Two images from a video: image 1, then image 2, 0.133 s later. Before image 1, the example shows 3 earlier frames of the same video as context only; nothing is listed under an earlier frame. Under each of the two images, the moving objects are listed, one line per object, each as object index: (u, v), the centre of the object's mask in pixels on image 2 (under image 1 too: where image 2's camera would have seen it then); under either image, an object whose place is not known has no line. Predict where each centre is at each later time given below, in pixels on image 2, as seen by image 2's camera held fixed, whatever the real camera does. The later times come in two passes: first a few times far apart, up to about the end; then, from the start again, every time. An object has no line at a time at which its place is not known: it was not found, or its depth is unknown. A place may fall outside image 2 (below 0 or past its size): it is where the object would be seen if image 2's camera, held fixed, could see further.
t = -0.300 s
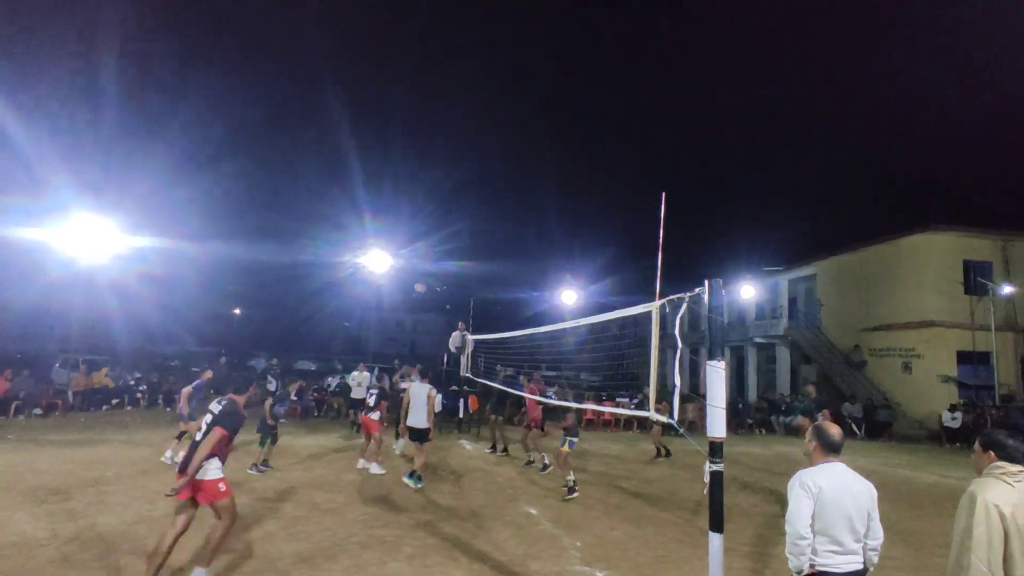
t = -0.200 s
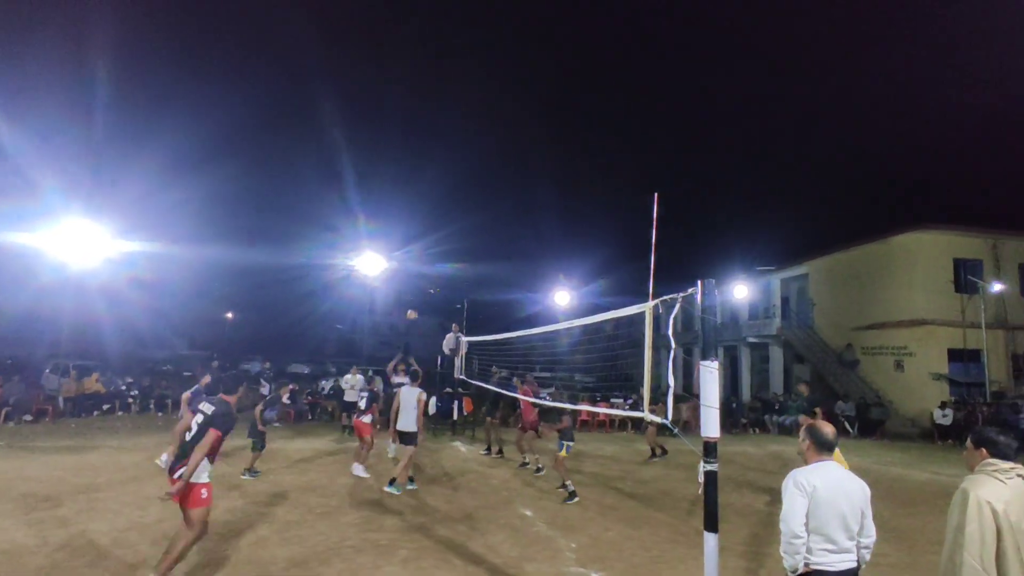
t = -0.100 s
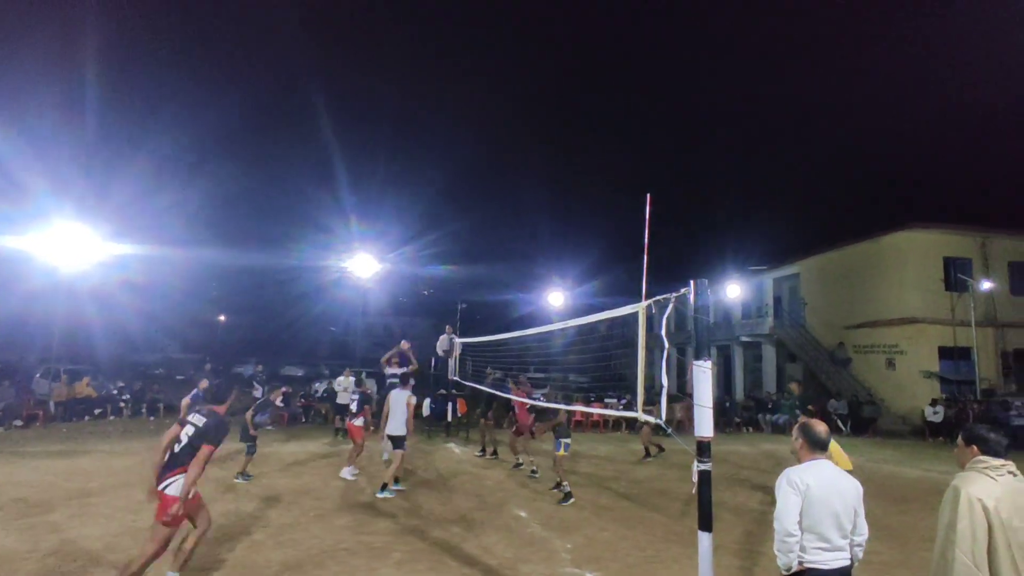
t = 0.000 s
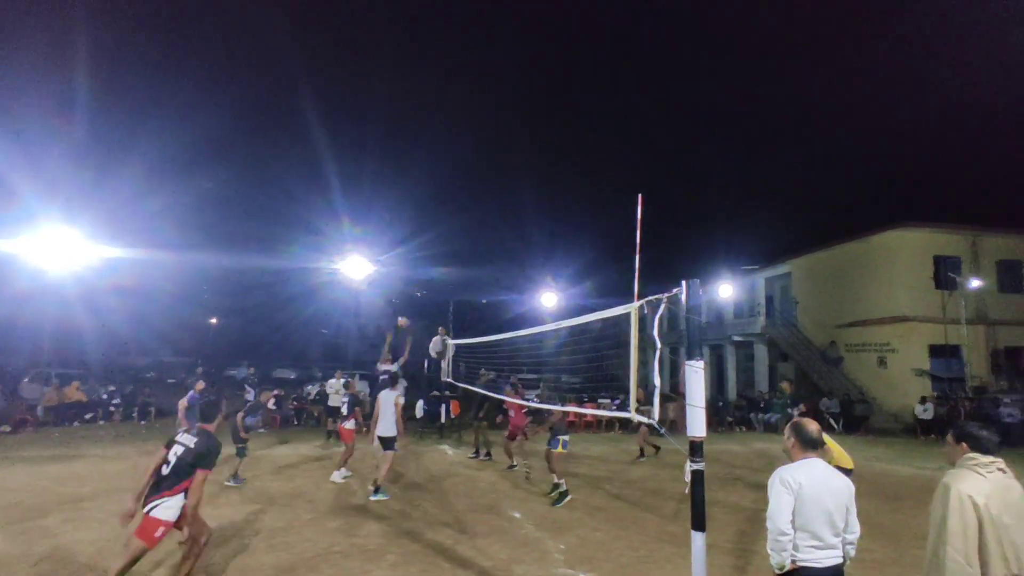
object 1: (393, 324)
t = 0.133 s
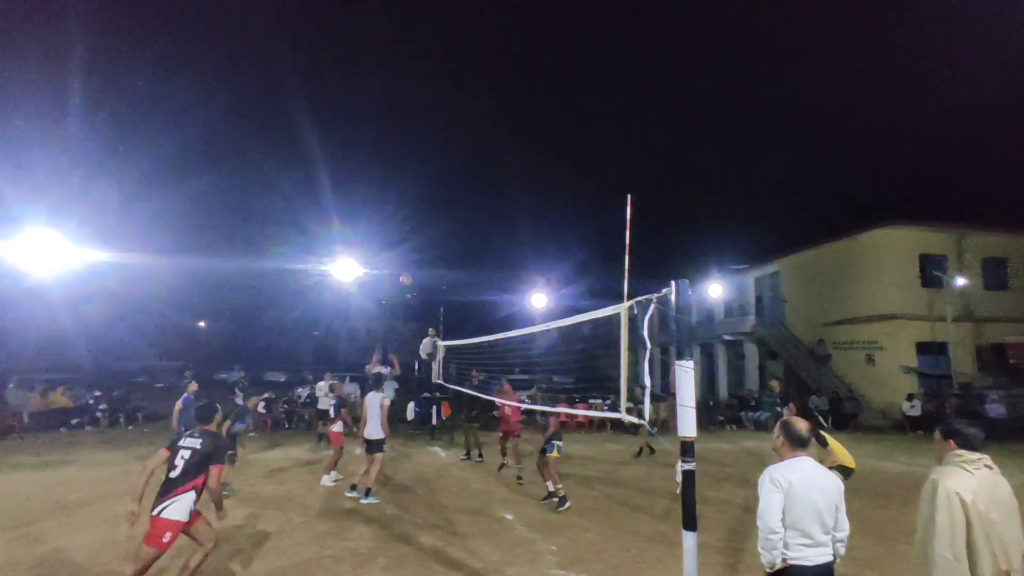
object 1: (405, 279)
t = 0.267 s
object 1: (420, 241)
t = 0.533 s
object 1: (451, 183)
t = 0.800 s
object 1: (490, 157)
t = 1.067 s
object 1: (539, 178)
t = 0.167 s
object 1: (409, 269)
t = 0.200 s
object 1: (412, 259)
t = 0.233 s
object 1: (416, 250)
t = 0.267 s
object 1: (420, 241)
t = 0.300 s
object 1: (423, 232)
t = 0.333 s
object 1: (426, 224)
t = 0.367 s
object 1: (430, 215)
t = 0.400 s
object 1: (434, 208)
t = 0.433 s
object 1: (438, 201)
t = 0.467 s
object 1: (443, 195)
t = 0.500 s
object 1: (447, 188)
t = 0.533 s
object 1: (451, 183)
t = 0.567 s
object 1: (455, 178)
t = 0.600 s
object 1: (460, 173)
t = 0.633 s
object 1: (464, 169)
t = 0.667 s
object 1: (469, 165)
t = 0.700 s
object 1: (474, 162)
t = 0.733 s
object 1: (479, 160)
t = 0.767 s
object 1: (484, 158)
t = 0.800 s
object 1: (490, 157)
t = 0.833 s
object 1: (495, 157)
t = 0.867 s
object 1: (500, 157)
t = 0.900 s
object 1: (506, 158)
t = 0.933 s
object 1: (512, 160)
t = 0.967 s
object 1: (518, 163)
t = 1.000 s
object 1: (525, 167)
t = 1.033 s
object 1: (532, 172)
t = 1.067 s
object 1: (539, 178)
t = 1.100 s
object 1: (546, 185)
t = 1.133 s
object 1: (554, 193)
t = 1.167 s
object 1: (563, 203)
